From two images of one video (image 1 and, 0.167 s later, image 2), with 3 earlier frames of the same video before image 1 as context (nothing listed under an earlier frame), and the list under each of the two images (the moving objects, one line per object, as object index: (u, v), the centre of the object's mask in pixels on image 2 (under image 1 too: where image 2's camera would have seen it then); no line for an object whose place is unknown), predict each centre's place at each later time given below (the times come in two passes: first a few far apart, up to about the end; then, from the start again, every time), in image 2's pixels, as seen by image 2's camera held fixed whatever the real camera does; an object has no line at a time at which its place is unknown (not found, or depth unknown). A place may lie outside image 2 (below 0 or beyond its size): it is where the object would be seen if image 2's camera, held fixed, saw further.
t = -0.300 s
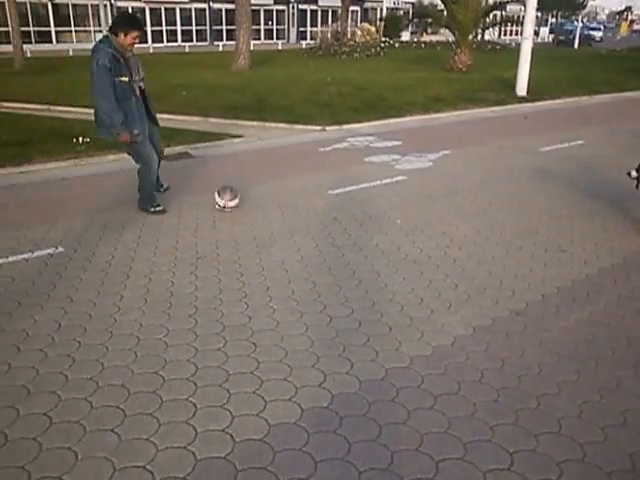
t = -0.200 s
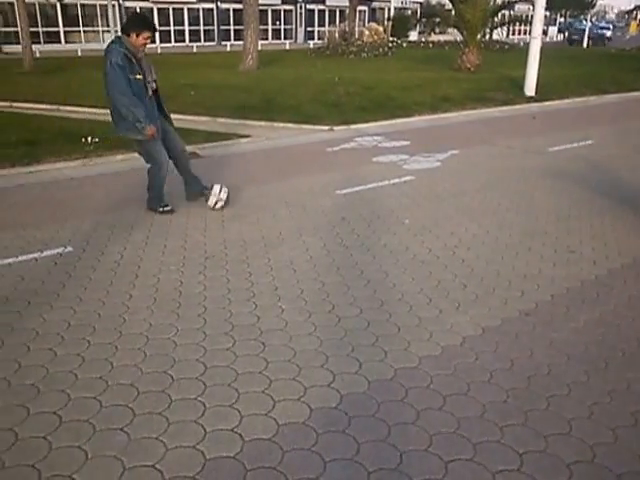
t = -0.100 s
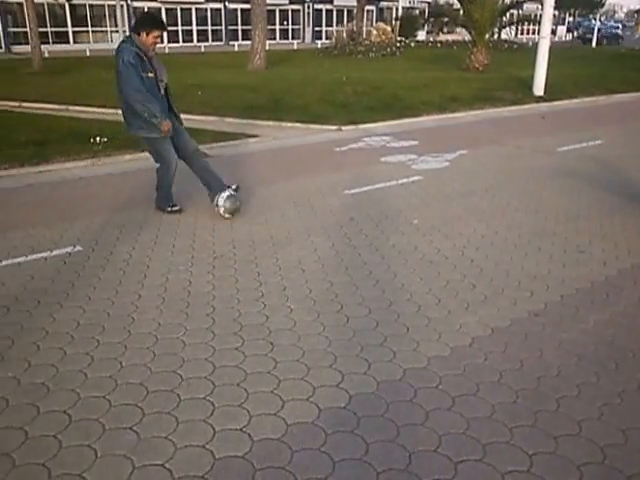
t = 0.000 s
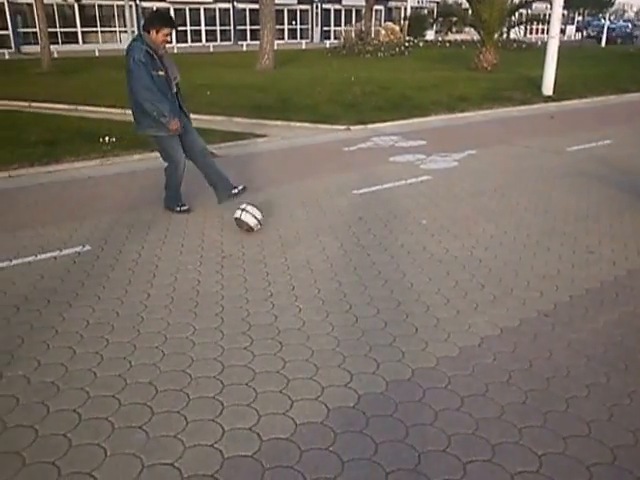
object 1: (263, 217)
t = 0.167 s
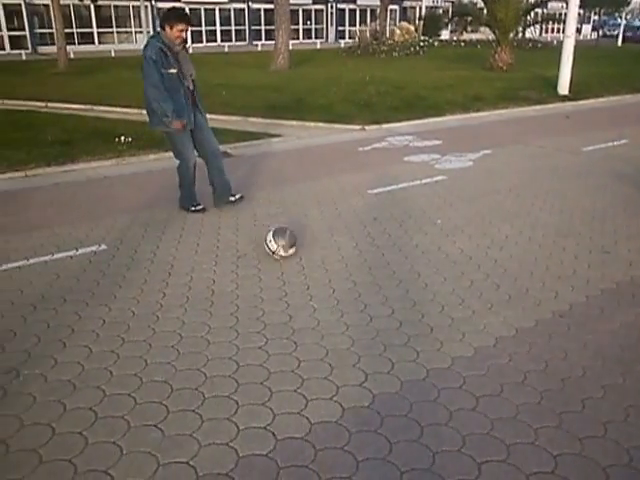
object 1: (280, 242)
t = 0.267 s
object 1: (290, 256)
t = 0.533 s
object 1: (321, 306)
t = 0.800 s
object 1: (362, 377)
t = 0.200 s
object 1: (284, 247)
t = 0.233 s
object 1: (287, 250)
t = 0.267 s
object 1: (290, 256)
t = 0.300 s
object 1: (294, 262)
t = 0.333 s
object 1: (296, 266)
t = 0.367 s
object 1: (300, 273)
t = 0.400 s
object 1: (304, 279)
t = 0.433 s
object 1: (308, 285)
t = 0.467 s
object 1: (312, 292)
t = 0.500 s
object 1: (316, 298)
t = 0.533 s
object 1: (321, 306)
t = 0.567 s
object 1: (325, 311)
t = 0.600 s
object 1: (329, 319)
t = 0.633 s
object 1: (334, 330)
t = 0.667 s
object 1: (338, 339)
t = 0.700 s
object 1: (344, 348)
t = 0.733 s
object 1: (350, 358)
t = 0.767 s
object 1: (355, 369)
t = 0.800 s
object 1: (362, 377)
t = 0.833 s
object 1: (368, 391)
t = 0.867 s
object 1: (374, 406)
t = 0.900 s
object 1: (381, 419)
